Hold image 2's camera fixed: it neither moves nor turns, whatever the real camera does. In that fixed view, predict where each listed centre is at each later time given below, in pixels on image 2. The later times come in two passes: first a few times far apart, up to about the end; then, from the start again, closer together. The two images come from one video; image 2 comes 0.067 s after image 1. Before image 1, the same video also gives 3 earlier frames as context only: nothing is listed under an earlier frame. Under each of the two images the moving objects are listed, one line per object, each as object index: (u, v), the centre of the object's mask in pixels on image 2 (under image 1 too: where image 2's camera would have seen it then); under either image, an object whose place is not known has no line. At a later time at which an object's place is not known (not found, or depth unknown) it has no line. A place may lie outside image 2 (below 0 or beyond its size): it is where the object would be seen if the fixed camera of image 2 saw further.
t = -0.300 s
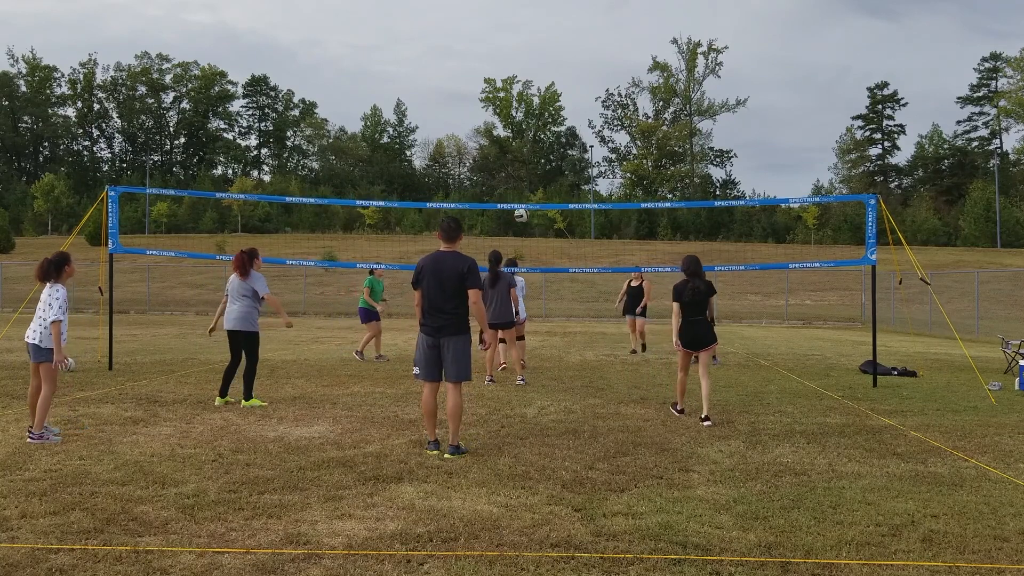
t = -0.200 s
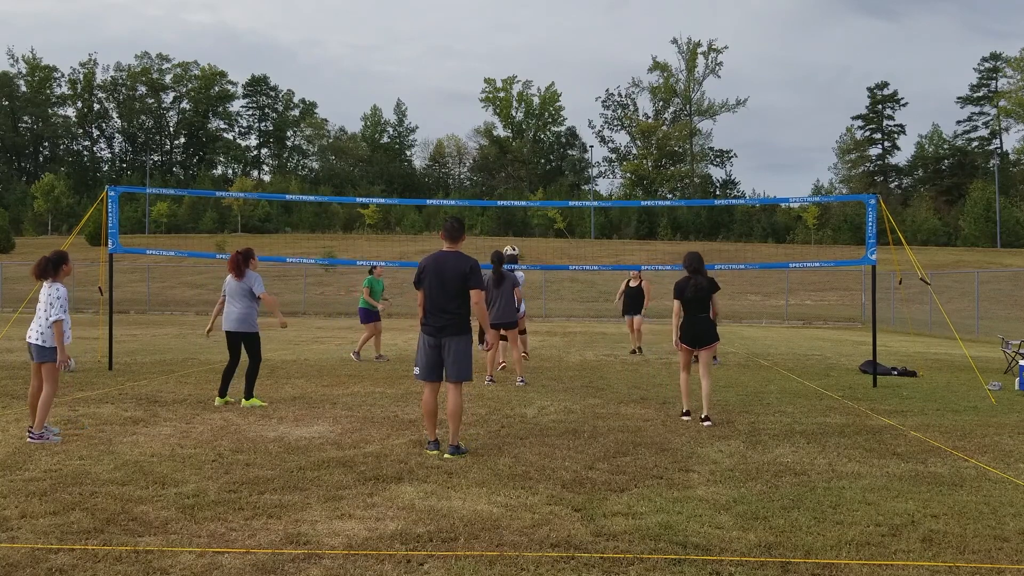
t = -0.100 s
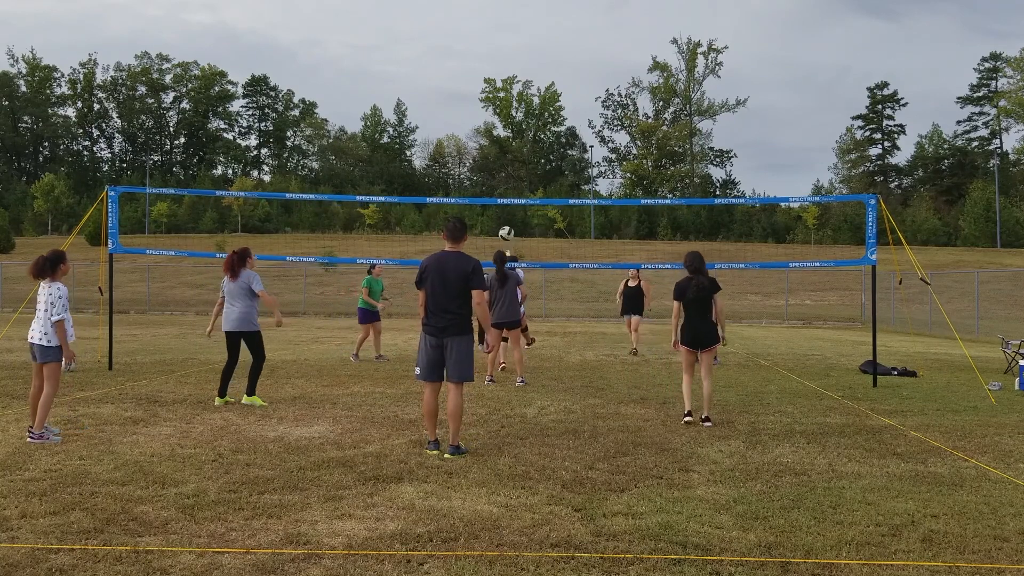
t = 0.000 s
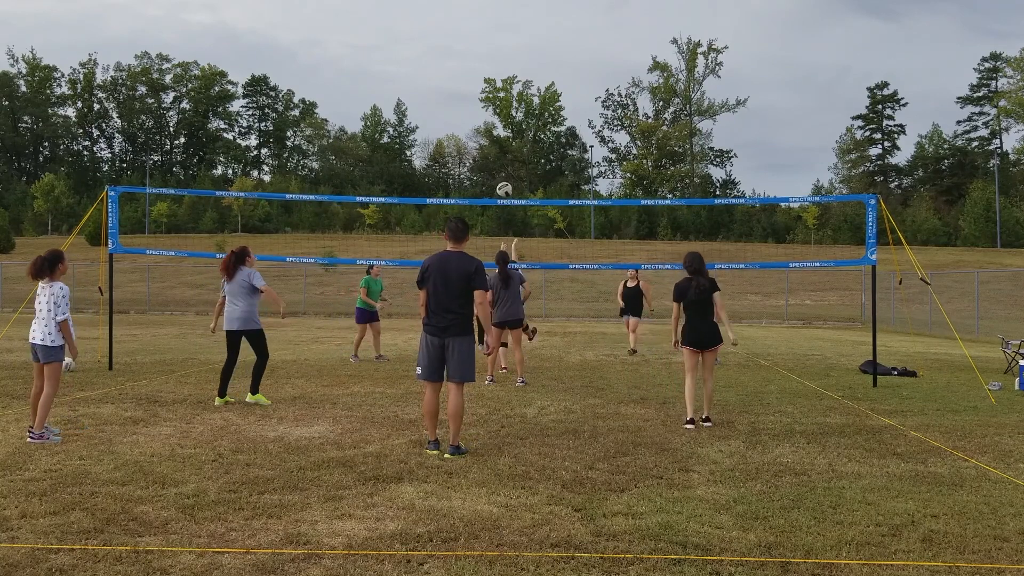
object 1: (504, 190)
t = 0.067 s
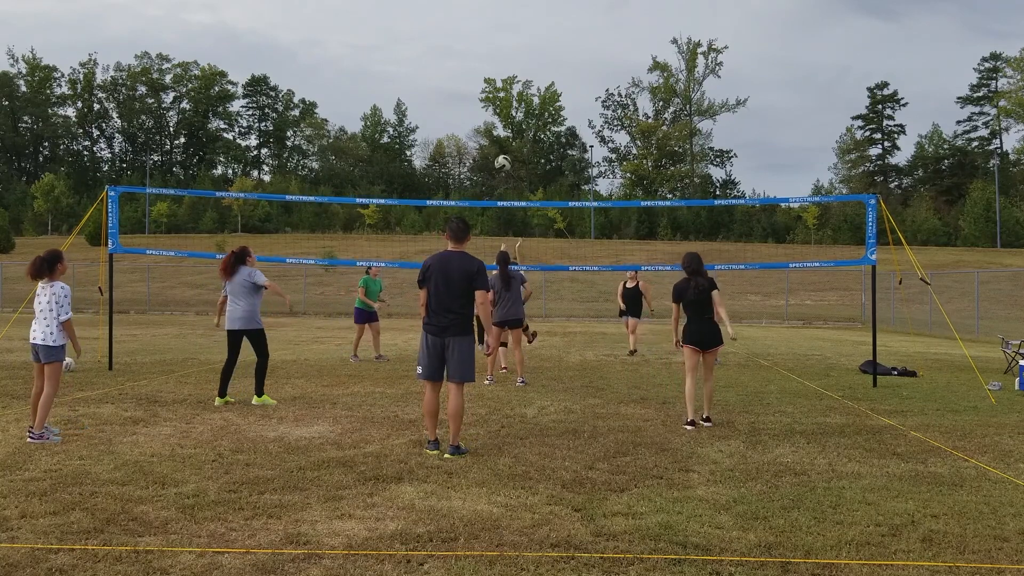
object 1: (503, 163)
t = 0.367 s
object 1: (495, 70)
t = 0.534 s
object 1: (489, 43)
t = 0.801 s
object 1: (476, 47)
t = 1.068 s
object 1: (460, 133)
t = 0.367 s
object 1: (495, 70)
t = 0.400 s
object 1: (493, 64)
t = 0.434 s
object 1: (492, 57)
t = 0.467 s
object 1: (491, 52)
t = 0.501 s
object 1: (490, 47)
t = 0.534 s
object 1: (489, 43)
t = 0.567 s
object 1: (487, 40)
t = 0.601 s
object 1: (486, 38)
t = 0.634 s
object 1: (484, 37)
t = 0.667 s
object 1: (483, 36)
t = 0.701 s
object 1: (481, 37)
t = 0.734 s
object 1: (480, 40)
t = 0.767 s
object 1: (478, 42)
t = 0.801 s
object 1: (476, 47)
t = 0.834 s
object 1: (475, 53)
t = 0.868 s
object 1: (473, 60)
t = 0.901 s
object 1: (471, 68)
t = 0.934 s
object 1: (469, 78)
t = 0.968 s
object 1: (467, 89)
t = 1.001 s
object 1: (465, 102)
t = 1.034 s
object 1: (462, 117)
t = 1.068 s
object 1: (460, 133)
